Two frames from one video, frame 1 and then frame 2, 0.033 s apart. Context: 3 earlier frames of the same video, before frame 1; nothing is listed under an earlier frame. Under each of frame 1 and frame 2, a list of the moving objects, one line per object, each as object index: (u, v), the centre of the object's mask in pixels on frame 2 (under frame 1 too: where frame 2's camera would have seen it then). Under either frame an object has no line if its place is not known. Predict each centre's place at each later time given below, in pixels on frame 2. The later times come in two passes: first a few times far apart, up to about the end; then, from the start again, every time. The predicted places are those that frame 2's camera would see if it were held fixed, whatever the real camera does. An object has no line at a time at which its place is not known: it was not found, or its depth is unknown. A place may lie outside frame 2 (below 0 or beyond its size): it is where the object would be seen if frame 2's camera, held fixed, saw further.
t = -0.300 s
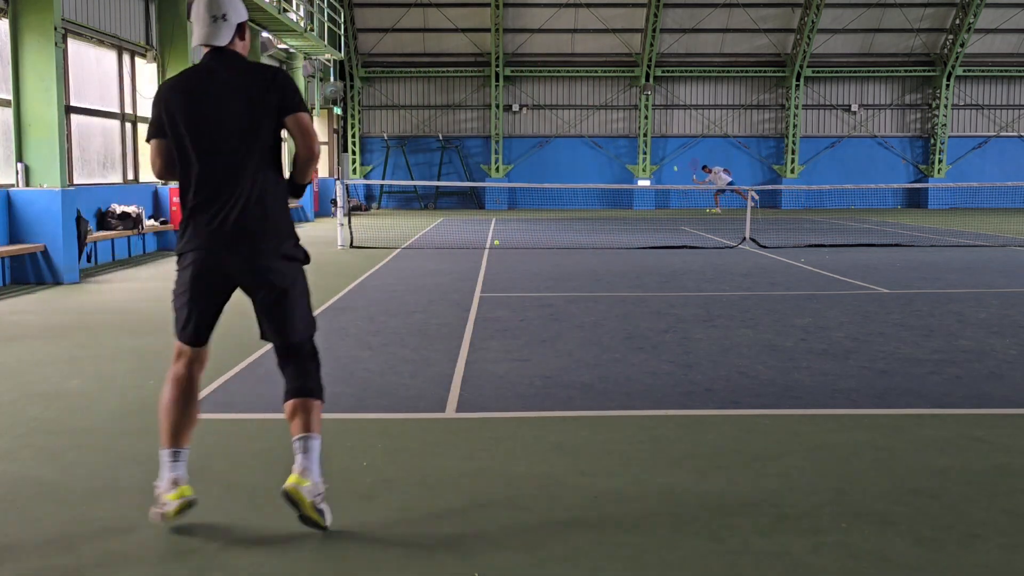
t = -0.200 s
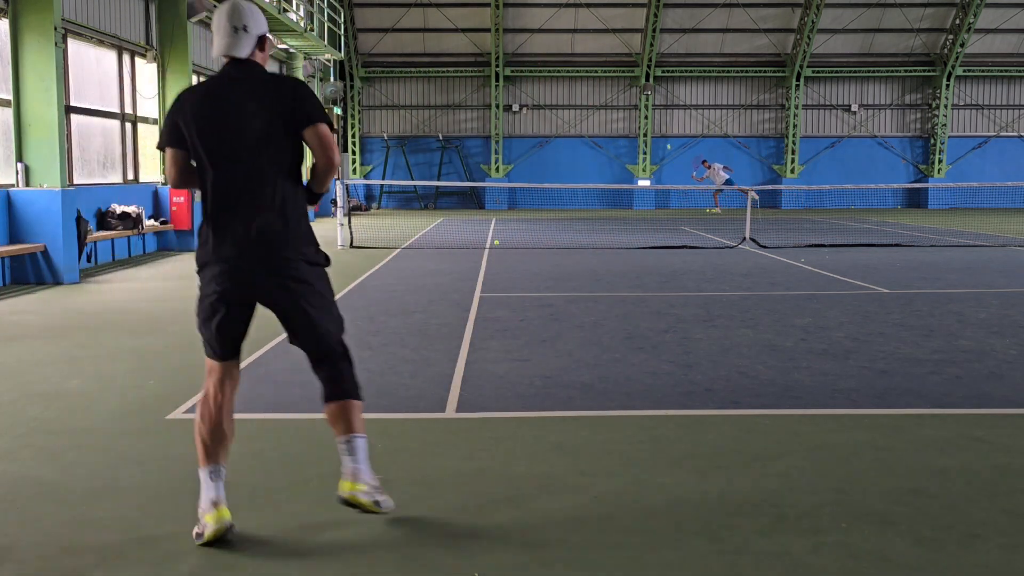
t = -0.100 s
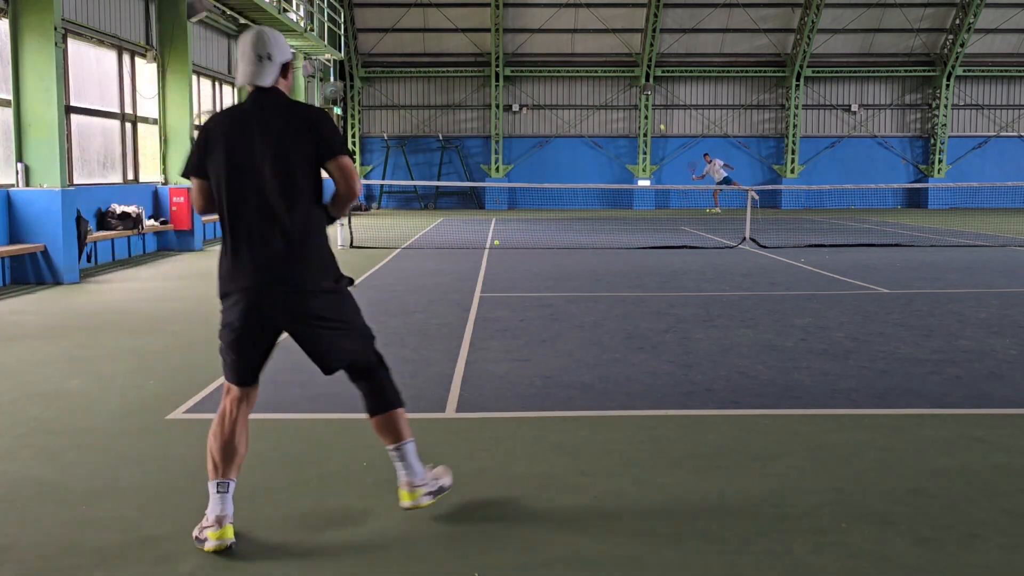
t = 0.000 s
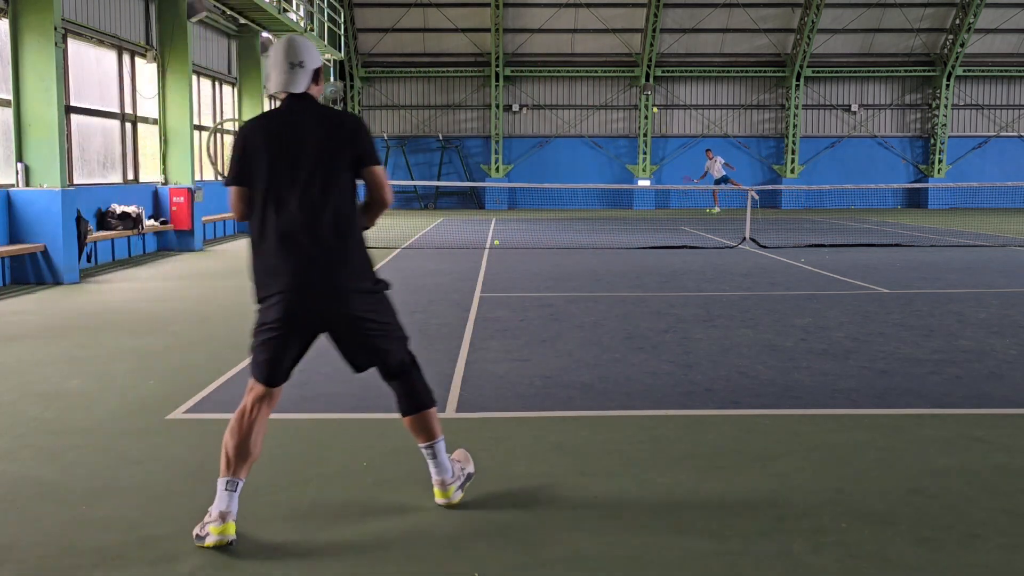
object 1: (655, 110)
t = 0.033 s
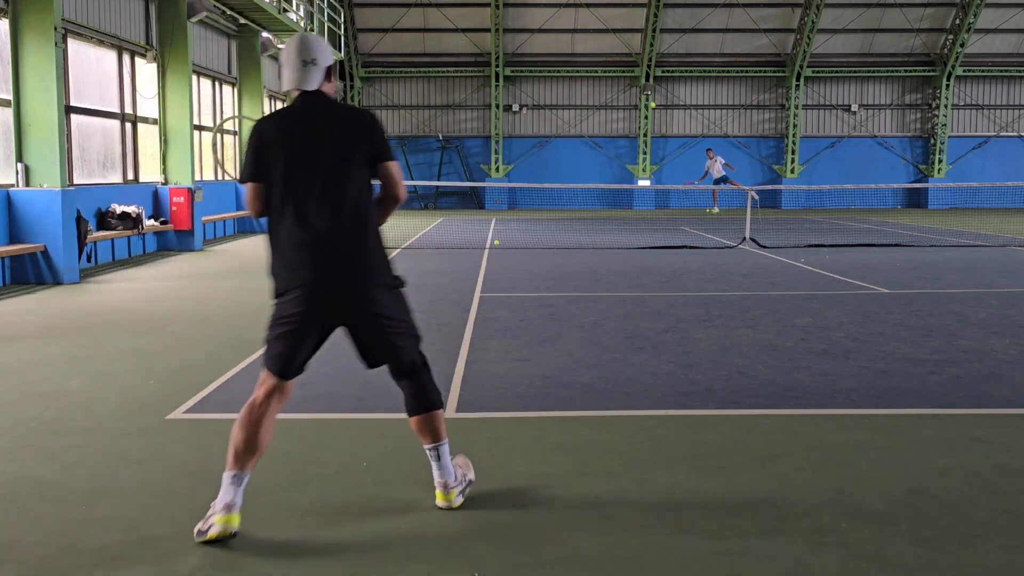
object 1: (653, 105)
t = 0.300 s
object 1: (634, 82)
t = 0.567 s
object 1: (610, 113)
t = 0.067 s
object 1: (650, 100)
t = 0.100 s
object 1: (649, 96)
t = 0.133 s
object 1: (646, 92)
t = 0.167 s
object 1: (643, 88)
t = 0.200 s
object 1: (641, 86)
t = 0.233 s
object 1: (639, 84)
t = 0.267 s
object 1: (636, 83)
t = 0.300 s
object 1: (634, 82)
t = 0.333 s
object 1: (631, 82)
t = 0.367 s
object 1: (628, 83)
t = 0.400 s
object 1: (625, 84)
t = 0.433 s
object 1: (622, 87)
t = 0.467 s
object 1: (619, 91)
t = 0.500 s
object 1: (616, 97)
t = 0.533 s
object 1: (612, 104)
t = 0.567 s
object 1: (610, 113)
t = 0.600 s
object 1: (606, 123)
